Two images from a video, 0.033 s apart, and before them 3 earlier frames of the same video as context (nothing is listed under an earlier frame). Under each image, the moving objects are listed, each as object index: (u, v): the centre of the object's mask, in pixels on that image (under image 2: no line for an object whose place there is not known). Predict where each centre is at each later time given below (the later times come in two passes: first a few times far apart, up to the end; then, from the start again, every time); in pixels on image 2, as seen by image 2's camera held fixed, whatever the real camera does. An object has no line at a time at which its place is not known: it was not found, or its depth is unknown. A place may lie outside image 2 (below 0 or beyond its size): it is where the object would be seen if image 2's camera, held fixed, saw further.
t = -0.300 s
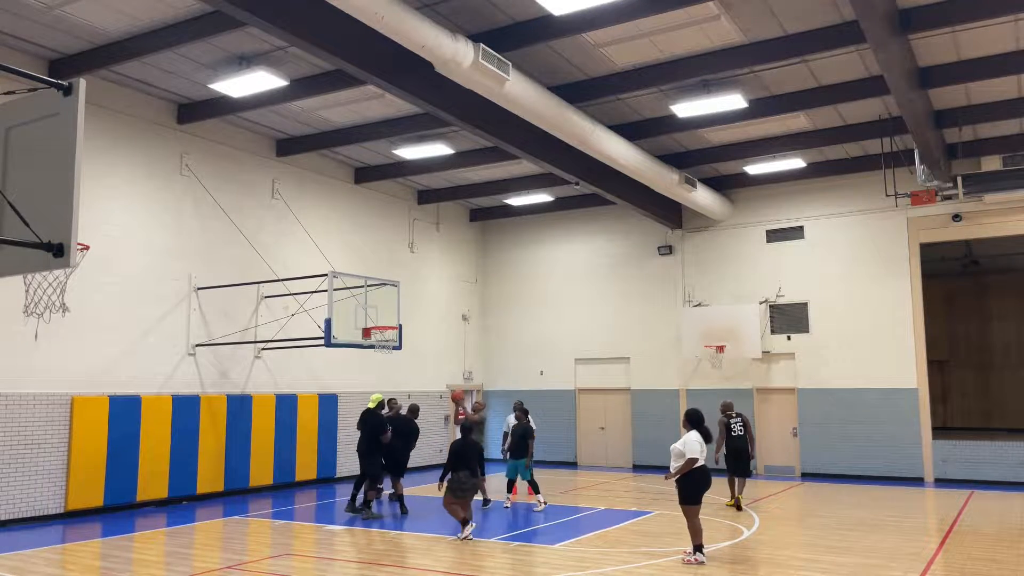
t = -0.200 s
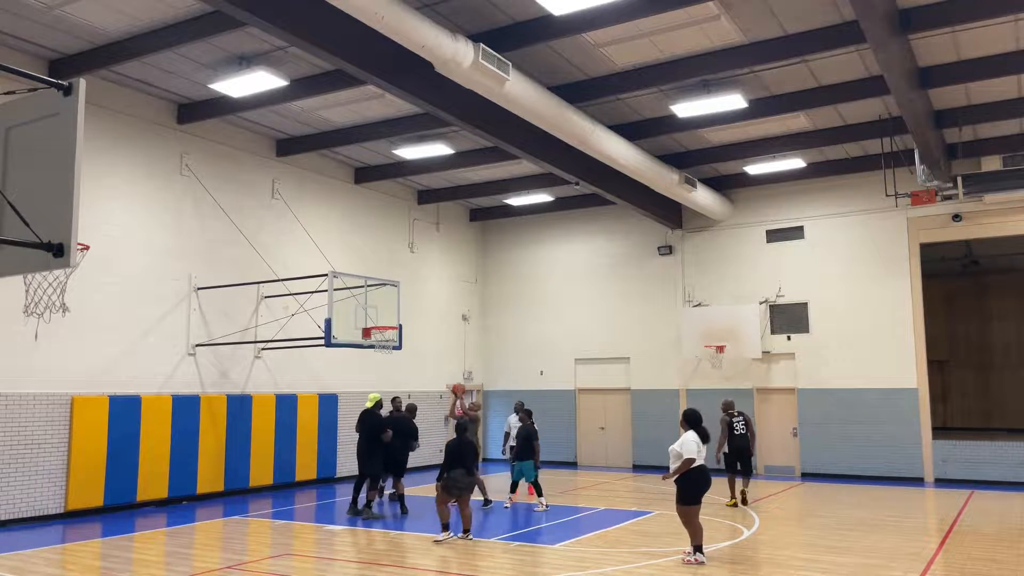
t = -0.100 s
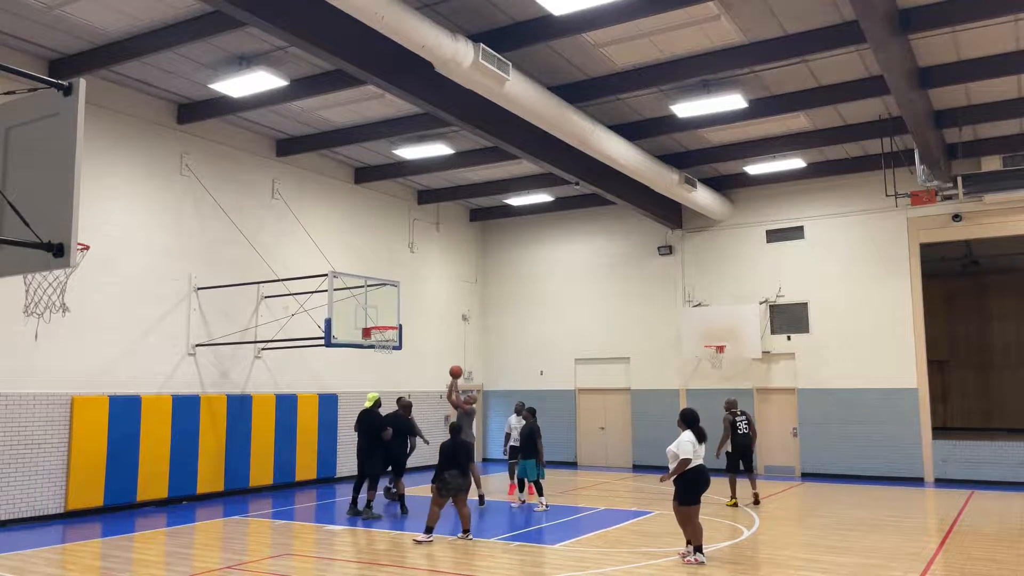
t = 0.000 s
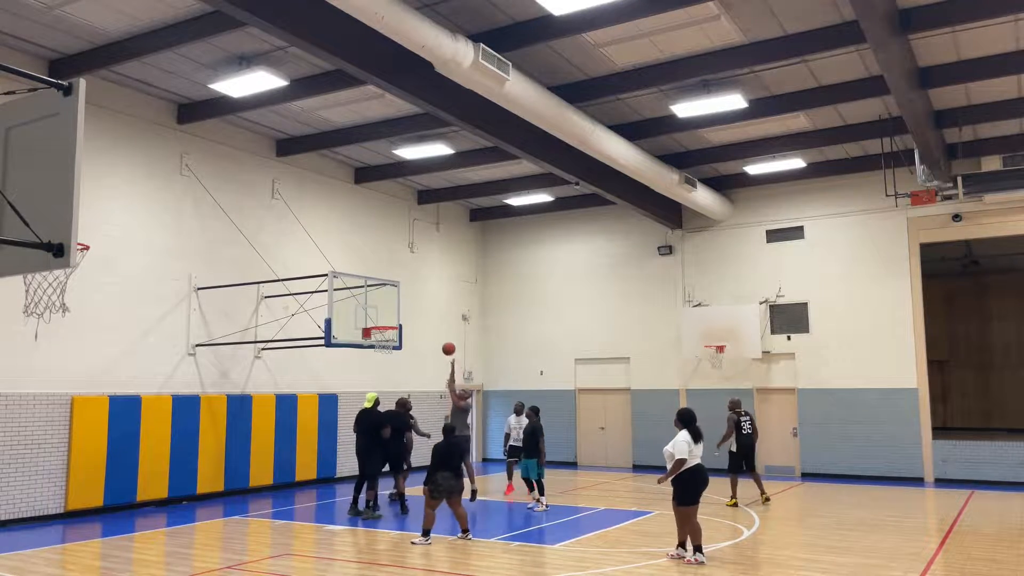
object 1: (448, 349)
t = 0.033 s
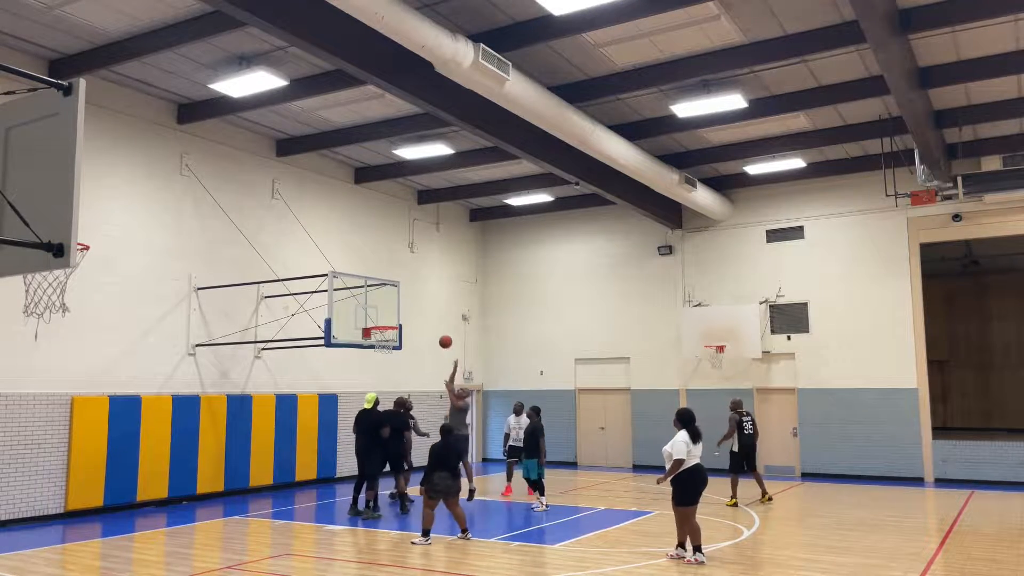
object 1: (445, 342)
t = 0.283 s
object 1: (421, 308)
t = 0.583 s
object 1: (391, 314)
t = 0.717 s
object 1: (382, 315)
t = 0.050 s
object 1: (444, 338)
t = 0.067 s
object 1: (442, 335)
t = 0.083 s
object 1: (441, 332)
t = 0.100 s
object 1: (439, 329)
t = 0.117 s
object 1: (437, 326)
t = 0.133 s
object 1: (436, 324)
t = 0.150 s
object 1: (434, 322)
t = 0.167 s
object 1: (432, 319)
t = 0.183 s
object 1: (431, 317)
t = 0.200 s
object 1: (429, 315)
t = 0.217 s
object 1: (428, 314)
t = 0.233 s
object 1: (426, 312)
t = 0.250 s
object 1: (424, 311)
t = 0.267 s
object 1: (423, 309)
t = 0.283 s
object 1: (421, 308)
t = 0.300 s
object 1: (419, 307)
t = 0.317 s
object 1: (418, 307)
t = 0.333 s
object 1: (416, 306)
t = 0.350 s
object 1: (415, 305)
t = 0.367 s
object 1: (413, 305)
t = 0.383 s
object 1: (411, 305)
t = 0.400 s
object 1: (410, 305)
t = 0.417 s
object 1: (408, 305)
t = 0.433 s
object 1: (406, 305)
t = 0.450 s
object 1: (405, 305)
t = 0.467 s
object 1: (403, 306)
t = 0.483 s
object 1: (401, 307)
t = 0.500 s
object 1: (400, 308)
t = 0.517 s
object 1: (398, 309)
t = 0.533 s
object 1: (396, 310)
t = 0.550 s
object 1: (395, 311)
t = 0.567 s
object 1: (393, 313)
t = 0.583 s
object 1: (391, 314)
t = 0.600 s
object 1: (390, 316)
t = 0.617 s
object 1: (388, 318)
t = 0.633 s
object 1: (387, 319)
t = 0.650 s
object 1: (385, 319)
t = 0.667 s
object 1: (385, 318)
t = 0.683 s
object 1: (384, 317)
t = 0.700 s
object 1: (383, 316)
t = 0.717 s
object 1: (382, 315)
